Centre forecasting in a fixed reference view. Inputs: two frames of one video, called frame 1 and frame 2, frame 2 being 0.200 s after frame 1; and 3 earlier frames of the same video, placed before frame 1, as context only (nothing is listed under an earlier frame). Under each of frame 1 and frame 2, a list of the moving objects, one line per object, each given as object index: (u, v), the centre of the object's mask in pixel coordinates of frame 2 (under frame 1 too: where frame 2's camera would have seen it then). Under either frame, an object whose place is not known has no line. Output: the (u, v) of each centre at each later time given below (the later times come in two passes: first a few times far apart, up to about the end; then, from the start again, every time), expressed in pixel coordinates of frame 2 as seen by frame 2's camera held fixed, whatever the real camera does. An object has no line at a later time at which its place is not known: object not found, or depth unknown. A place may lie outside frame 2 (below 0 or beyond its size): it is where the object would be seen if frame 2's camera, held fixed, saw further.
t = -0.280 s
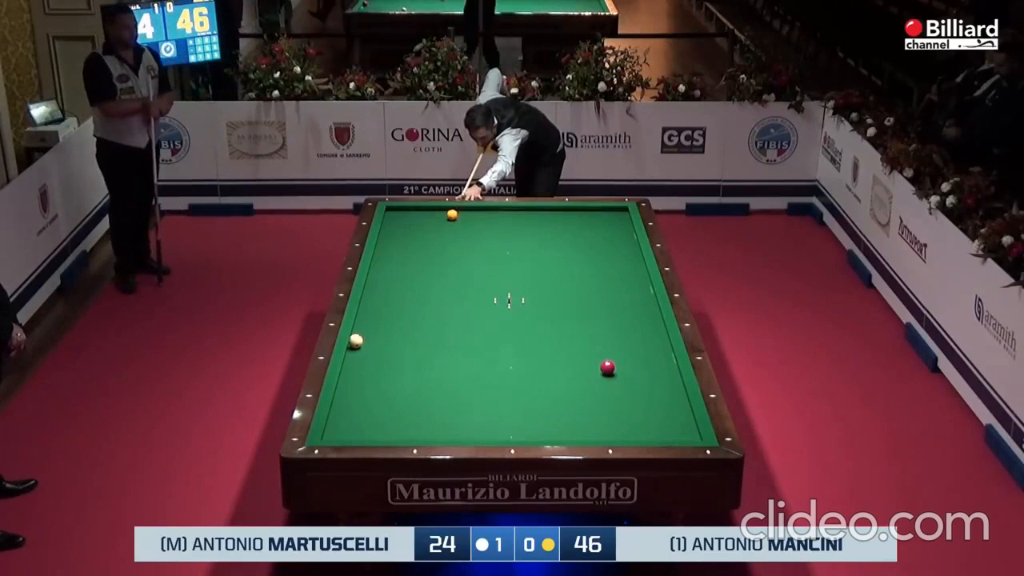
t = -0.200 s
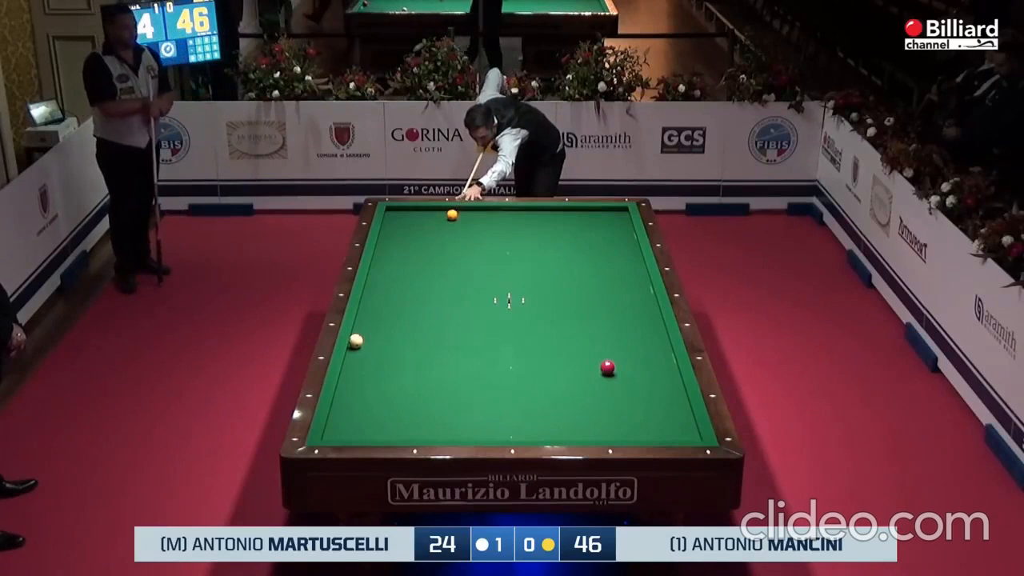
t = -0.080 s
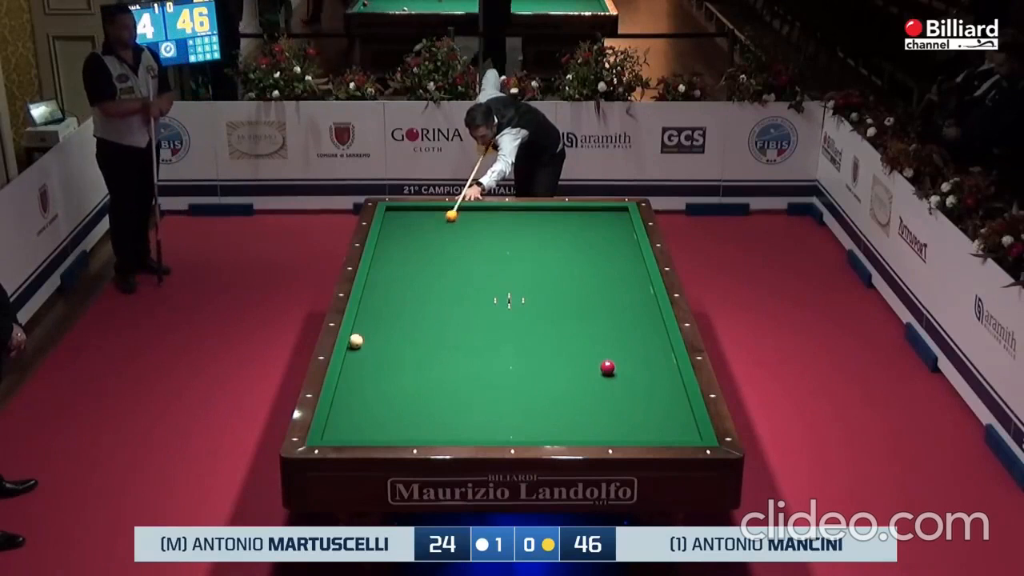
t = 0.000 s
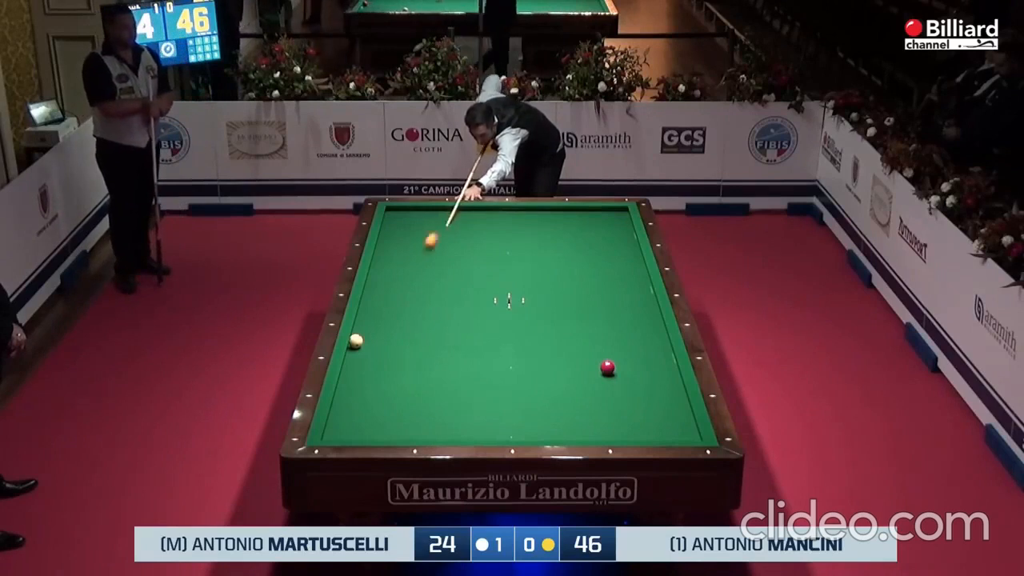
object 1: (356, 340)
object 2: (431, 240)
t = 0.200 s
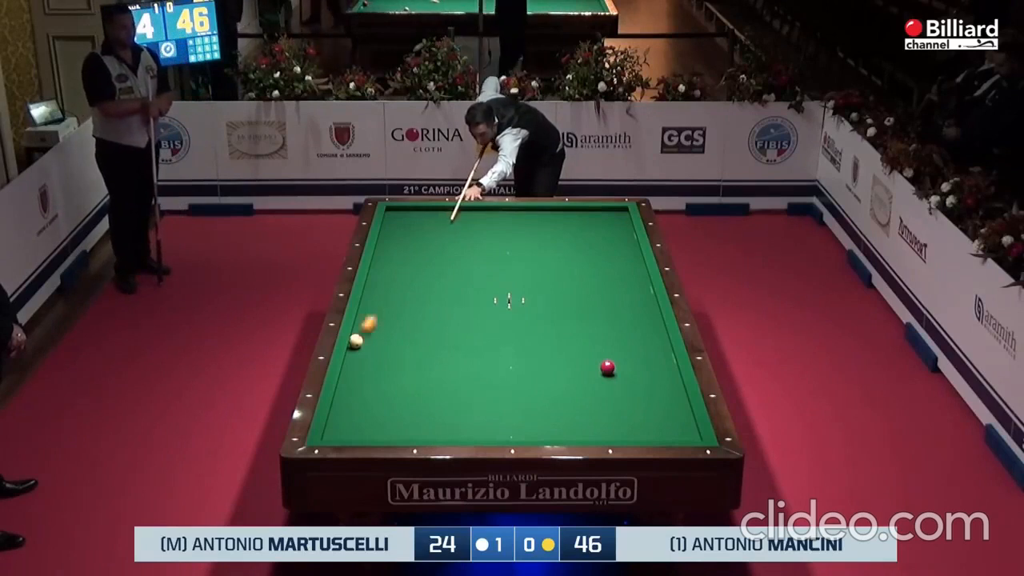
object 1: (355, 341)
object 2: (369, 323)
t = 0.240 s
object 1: (355, 349)
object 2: (360, 335)
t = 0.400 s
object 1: (378, 426)
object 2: (358, 340)
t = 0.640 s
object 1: (444, 358)
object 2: (356, 345)
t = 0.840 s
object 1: (485, 307)
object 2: (353, 349)
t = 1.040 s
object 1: (517, 269)
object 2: (353, 353)
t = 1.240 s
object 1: (543, 237)
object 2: (353, 357)
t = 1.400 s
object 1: (562, 215)
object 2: (352, 360)
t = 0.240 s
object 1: (355, 349)
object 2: (360, 335)
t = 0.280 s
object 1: (360, 366)
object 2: (360, 337)
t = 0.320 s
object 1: (366, 385)
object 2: (359, 338)
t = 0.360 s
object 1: (372, 405)
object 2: (359, 339)
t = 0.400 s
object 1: (378, 426)
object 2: (358, 340)
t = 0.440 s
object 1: (388, 430)
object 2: (358, 340)
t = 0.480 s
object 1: (401, 414)
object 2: (357, 341)
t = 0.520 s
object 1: (413, 398)
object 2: (357, 342)
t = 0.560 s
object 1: (424, 384)
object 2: (356, 343)
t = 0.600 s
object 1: (435, 371)
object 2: (356, 344)
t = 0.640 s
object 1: (444, 358)
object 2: (356, 345)
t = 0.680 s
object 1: (453, 347)
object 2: (355, 346)
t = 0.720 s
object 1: (462, 336)
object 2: (355, 347)
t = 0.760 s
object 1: (470, 325)
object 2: (354, 348)
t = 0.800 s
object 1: (478, 316)
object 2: (353, 348)
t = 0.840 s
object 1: (485, 307)
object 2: (353, 349)
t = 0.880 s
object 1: (493, 298)
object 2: (353, 350)
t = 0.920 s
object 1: (499, 290)
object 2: (353, 351)
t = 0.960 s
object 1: (505, 282)
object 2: (353, 352)
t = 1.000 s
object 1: (511, 276)
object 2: (353, 352)
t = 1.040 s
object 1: (517, 269)
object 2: (353, 353)
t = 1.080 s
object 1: (523, 262)
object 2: (353, 354)
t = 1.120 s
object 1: (528, 256)
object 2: (353, 355)
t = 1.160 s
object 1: (533, 249)
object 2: (353, 356)
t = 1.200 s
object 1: (538, 243)
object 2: (353, 356)
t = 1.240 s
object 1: (543, 237)
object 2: (353, 357)
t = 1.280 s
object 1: (548, 231)
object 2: (353, 358)
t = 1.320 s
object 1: (553, 226)
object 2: (352, 359)
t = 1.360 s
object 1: (557, 221)
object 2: (352, 359)
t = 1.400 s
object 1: (562, 215)
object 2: (352, 360)
